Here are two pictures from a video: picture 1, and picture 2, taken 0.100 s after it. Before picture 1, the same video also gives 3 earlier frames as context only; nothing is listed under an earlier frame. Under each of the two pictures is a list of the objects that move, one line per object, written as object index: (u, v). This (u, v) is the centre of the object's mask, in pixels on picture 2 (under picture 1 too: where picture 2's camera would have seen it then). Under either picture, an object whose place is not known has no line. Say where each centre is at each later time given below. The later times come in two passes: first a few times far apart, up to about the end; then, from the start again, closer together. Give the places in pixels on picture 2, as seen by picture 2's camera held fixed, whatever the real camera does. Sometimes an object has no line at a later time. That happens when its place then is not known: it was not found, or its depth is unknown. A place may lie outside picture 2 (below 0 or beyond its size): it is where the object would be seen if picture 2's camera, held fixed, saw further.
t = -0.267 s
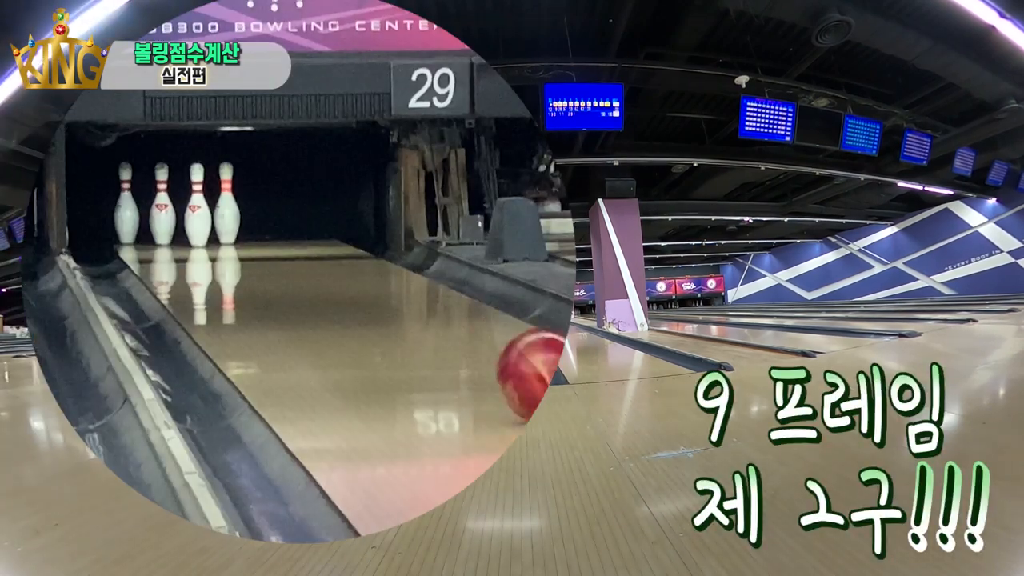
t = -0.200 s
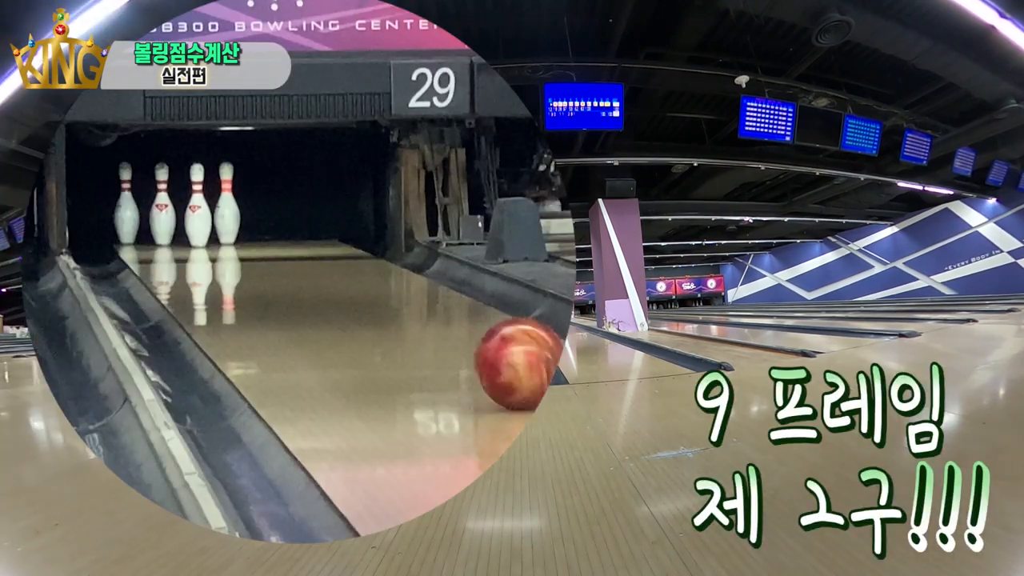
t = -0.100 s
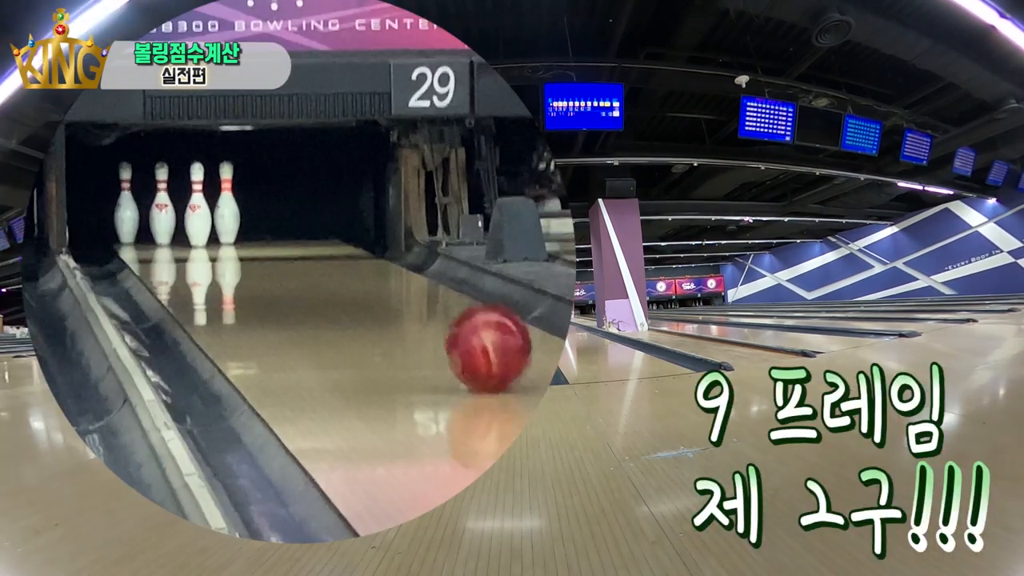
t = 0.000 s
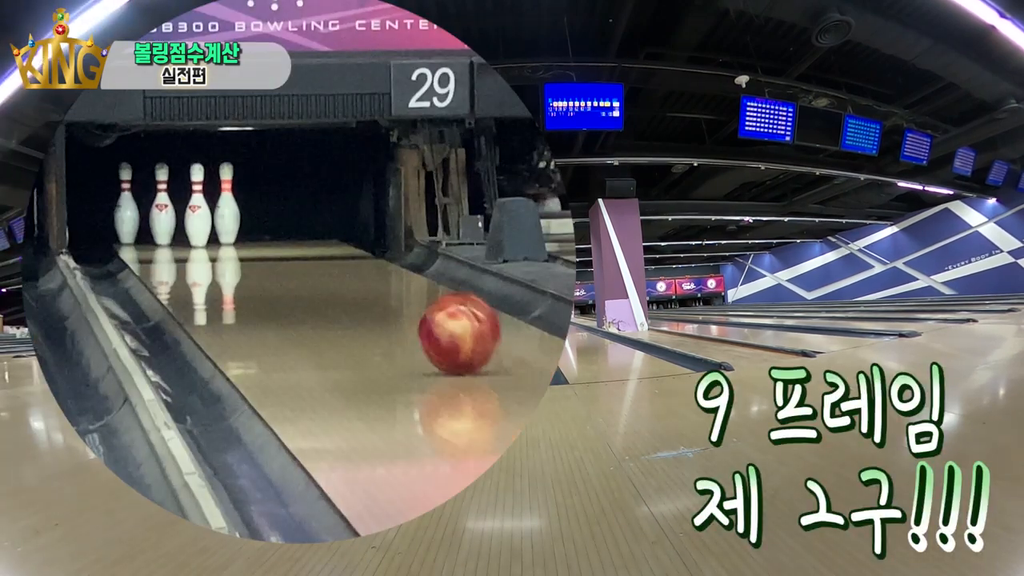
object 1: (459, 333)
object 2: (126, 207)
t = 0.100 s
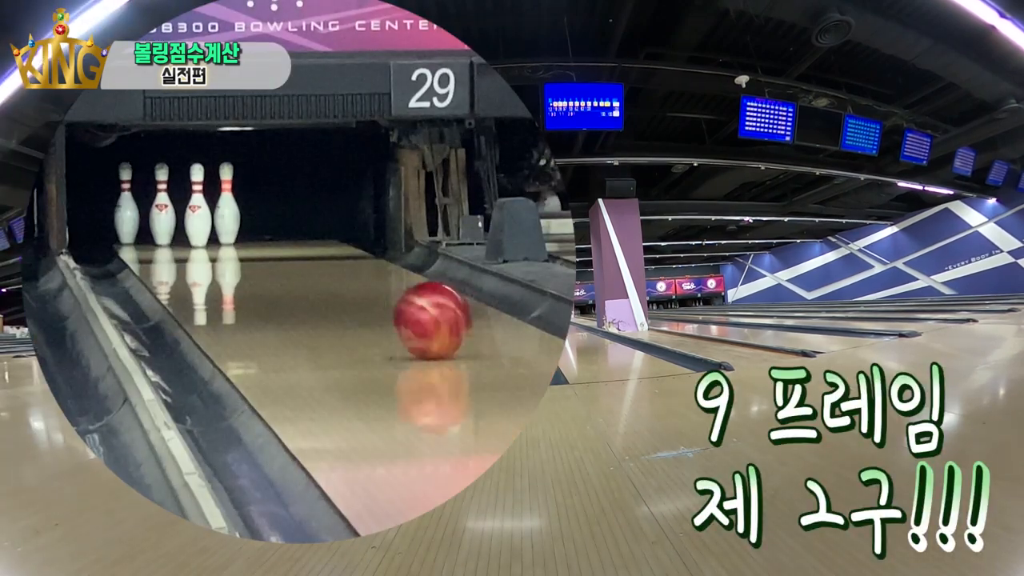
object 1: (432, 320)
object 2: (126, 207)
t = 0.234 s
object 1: (400, 305)
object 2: (126, 207)
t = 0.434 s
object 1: (357, 286)
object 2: (126, 207)
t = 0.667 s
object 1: (310, 268)
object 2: (126, 208)
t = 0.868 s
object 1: (271, 254)
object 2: (126, 207)
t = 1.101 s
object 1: (227, 241)
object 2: (126, 207)
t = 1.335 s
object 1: (182, 230)
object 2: (126, 207)
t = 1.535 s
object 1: (142, 224)
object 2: (123, 195)
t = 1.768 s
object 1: (85, 237)
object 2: (124, 213)
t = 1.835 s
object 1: (88, 242)
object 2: (127, 222)
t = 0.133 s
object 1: (424, 317)
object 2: (126, 207)
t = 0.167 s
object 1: (416, 313)
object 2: (126, 207)
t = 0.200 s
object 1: (408, 309)
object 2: (126, 207)
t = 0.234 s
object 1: (400, 305)
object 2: (126, 207)
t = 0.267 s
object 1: (392, 302)
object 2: (126, 207)
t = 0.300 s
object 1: (385, 299)
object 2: (126, 207)
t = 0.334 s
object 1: (378, 295)
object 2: (126, 207)
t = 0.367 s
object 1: (371, 292)
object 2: (126, 207)
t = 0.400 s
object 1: (363, 289)
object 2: (126, 208)
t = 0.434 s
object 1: (357, 286)
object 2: (126, 207)
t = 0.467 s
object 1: (350, 283)
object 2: (126, 207)
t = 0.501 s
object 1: (342, 280)
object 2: (126, 207)
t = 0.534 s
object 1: (336, 276)
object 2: (126, 207)
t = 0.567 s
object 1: (329, 274)
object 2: (126, 207)
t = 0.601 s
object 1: (323, 272)
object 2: (126, 207)
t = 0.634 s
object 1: (317, 269)
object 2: (126, 207)
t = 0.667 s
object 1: (310, 268)
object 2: (126, 208)
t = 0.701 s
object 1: (303, 265)
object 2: (126, 207)
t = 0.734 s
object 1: (297, 263)
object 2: (126, 207)
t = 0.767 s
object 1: (291, 260)
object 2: (126, 207)
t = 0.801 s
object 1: (285, 258)
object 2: (126, 208)
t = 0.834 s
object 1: (278, 256)
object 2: (126, 207)
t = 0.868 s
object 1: (271, 254)
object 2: (126, 207)
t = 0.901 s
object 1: (265, 252)
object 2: (126, 207)
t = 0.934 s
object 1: (259, 250)
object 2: (126, 207)
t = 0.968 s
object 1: (253, 248)
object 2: (126, 207)
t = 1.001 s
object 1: (249, 244)
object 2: (126, 204)
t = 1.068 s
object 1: (234, 243)
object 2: (126, 207)
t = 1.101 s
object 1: (227, 241)
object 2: (126, 207)
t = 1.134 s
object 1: (221, 239)
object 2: (126, 207)
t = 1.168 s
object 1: (214, 238)
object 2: (126, 207)
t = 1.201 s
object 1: (208, 236)
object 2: (126, 207)
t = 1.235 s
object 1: (201, 235)
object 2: (126, 207)
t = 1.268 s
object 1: (195, 233)
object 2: (126, 207)
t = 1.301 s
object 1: (189, 232)
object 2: (126, 207)
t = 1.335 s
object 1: (182, 230)
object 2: (126, 207)
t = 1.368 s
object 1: (175, 229)
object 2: (126, 207)
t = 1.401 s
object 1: (169, 228)
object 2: (126, 207)
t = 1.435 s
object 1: (163, 227)
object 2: (126, 207)
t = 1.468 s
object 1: (157, 226)
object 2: (125, 205)
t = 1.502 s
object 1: (150, 225)
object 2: (124, 202)
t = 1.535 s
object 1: (142, 224)
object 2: (123, 195)
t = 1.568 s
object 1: (131, 223)
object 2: (125, 181)
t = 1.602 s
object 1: (122, 222)
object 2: (126, 183)
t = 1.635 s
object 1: (111, 221)
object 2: (128, 197)
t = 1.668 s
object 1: (101, 221)
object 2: (125, 207)
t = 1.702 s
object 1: (94, 225)
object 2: (123, 213)
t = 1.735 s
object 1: (85, 229)
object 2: (122, 212)
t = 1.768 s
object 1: (85, 237)
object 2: (124, 213)
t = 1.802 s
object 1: (88, 246)
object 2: (125, 217)
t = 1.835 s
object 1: (88, 242)
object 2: (127, 222)
